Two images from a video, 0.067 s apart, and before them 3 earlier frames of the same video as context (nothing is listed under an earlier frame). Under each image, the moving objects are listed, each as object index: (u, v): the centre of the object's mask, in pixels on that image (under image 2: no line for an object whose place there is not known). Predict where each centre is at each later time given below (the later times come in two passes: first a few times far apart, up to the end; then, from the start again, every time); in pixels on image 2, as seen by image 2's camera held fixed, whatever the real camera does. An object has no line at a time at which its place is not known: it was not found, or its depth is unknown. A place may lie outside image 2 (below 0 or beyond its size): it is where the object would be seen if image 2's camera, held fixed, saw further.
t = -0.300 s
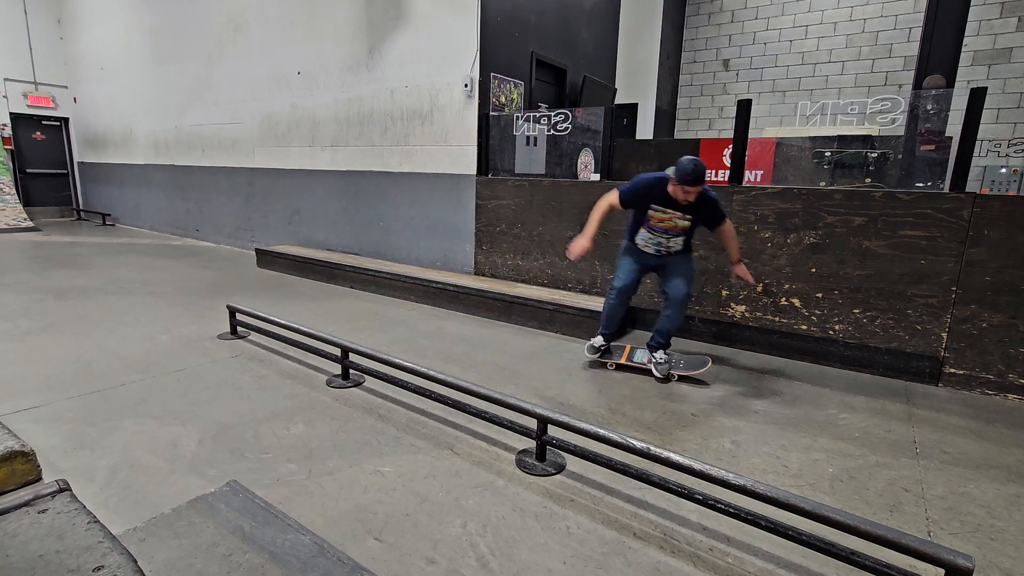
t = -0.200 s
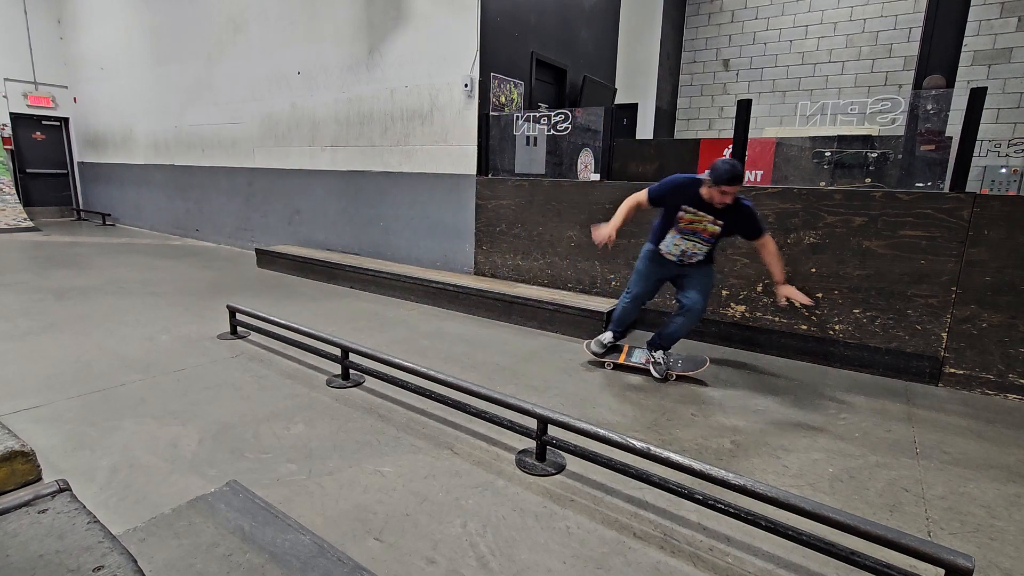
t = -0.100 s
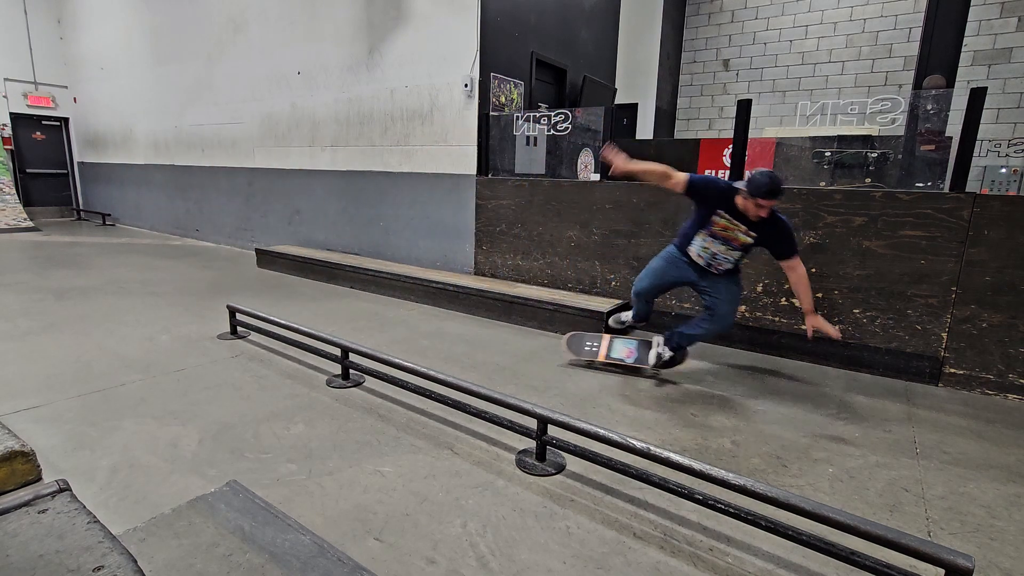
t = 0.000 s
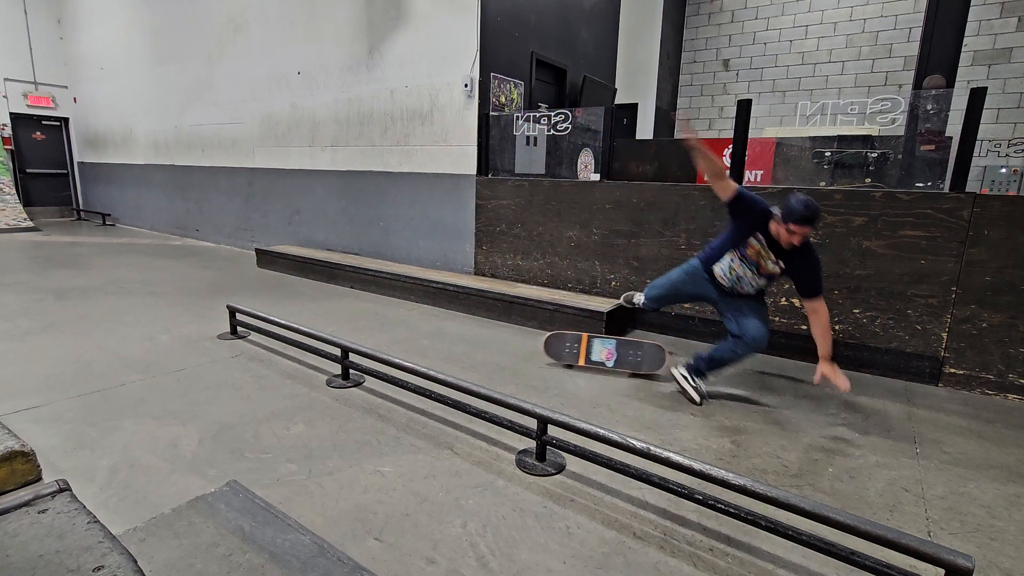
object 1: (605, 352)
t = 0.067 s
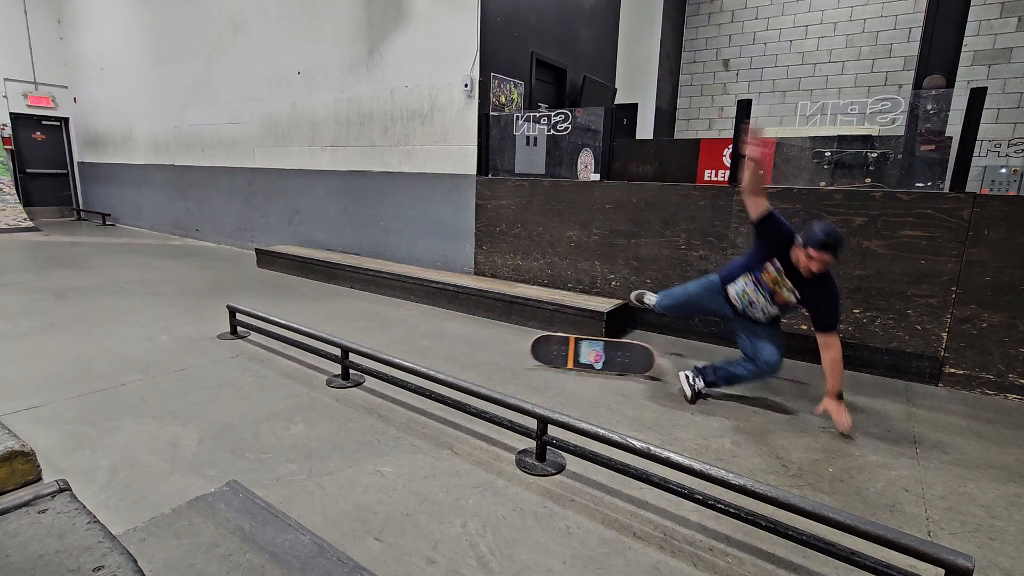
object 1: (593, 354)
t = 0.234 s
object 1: (568, 359)
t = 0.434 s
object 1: (549, 366)
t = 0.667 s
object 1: (543, 373)
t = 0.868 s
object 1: (543, 374)
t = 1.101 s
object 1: (541, 374)
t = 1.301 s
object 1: (542, 373)
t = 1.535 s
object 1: (541, 374)
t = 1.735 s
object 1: (542, 374)
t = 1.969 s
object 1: (542, 374)
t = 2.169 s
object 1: (541, 374)
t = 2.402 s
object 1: (541, 374)
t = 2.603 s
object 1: (542, 374)
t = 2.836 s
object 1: (542, 374)
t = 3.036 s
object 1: (542, 374)
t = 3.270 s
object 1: (542, 374)
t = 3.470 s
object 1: (542, 374)
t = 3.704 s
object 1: (542, 374)
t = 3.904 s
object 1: (542, 374)
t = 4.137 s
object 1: (542, 373)
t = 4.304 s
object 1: (542, 374)
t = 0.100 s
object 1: (587, 355)
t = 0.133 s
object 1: (582, 356)
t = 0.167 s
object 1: (577, 356)
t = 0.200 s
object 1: (572, 357)
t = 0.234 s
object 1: (568, 359)
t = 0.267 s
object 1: (563, 361)
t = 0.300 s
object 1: (560, 363)
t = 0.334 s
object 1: (553, 367)
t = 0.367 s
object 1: (554, 370)
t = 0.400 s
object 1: (550, 368)
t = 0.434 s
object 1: (549, 366)
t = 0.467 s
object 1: (547, 365)
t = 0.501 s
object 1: (547, 365)
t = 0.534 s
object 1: (546, 365)
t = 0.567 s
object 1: (545, 367)
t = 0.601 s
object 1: (544, 368)
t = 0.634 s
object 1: (543, 370)
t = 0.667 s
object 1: (543, 373)
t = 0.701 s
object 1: (542, 375)
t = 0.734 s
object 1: (542, 375)
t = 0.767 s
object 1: (543, 376)
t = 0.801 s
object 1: (543, 376)
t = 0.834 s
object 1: (543, 376)
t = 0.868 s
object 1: (543, 374)
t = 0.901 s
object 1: (542, 373)
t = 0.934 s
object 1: (541, 374)
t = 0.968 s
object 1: (541, 374)
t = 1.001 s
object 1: (541, 373)
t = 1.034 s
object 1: (541, 373)
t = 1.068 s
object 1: (542, 374)
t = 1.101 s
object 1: (541, 374)
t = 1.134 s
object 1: (542, 374)
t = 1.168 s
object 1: (542, 374)
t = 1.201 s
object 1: (542, 373)
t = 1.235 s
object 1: (543, 373)
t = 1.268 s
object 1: (543, 373)
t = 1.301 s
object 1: (542, 373)
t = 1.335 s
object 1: (542, 374)
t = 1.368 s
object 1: (542, 374)
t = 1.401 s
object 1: (541, 374)
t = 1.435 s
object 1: (541, 374)
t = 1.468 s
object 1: (541, 374)
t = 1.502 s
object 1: (541, 374)
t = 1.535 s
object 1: (541, 374)
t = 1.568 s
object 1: (542, 374)
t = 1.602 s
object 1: (542, 374)
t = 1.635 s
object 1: (542, 373)
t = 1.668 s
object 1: (542, 373)
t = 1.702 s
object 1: (542, 373)
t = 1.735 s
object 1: (542, 374)
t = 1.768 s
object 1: (542, 374)
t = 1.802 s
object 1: (541, 374)
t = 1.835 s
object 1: (541, 374)
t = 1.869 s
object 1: (541, 374)
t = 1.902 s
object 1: (541, 374)
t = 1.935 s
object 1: (541, 374)
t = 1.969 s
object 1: (542, 374)
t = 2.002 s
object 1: (542, 374)
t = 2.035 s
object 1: (542, 374)
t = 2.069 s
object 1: (542, 373)
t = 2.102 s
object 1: (542, 373)
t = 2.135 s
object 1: (542, 373)
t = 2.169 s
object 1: (541, 374)
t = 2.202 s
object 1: (542, 374)
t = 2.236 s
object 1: (541, 374)
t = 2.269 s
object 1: (542, 374)
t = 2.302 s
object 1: (541, 374)
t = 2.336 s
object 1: (541, 374)
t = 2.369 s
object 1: (541, 374)
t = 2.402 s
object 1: (541, 374)
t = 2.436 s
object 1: (542, 374)
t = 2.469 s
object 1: (542, 374)
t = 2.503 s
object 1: (542, 373)
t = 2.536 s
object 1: (542, 373)
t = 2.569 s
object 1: (542, 373)
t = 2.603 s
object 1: (542, 374)
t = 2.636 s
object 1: (542, 374)
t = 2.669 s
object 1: (542, 374)
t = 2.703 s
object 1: (542, 374)
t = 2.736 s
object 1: (542, 374)
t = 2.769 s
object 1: (542, 374)
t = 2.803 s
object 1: (542, 374)
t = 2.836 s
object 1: (542, 374)
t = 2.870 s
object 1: (542, 374)
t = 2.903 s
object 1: (542, 374)
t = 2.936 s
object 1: (542, 374)
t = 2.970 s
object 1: (542, 373)
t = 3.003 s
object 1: (542, 374)
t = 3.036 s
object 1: (542, 374)
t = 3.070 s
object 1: (542, 374)
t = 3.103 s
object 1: (542, 374)
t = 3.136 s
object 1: (541, 374)
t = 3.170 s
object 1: (541, 374)
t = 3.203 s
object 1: (541, 374)
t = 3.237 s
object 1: (542, 374)
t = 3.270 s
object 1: (542, 374)
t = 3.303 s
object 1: (542, 374)
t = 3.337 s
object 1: (542, 374)
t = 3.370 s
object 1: (542, 373)
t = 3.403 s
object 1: (542, 374)
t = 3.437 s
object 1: (542, 374)
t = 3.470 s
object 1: (542, 374)
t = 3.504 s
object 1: (542, 374)
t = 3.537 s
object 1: (542, 374)
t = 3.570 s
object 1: (542, 374)
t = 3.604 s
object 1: (542, 374)
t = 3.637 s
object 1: (542, 374)
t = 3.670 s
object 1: (542, 374)
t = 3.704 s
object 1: (542, 374)
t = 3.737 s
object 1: (542, 373)
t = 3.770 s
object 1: (542, 373)
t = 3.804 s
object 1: (542, 373)
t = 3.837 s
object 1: (542, 374)
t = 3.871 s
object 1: (542, 374)
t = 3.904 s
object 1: (542, 374)
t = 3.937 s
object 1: (542, 374)
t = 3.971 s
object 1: (542, 374)
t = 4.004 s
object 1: (542, 374)
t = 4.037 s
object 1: (542, 374)
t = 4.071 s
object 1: (542, 374)
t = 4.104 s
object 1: (542, 374)
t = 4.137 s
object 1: (542, 373)
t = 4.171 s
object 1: (542, 373)
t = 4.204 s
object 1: (542, 373)
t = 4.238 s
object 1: (542, 374)
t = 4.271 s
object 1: (541, 374)
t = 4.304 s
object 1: (542, 374)
